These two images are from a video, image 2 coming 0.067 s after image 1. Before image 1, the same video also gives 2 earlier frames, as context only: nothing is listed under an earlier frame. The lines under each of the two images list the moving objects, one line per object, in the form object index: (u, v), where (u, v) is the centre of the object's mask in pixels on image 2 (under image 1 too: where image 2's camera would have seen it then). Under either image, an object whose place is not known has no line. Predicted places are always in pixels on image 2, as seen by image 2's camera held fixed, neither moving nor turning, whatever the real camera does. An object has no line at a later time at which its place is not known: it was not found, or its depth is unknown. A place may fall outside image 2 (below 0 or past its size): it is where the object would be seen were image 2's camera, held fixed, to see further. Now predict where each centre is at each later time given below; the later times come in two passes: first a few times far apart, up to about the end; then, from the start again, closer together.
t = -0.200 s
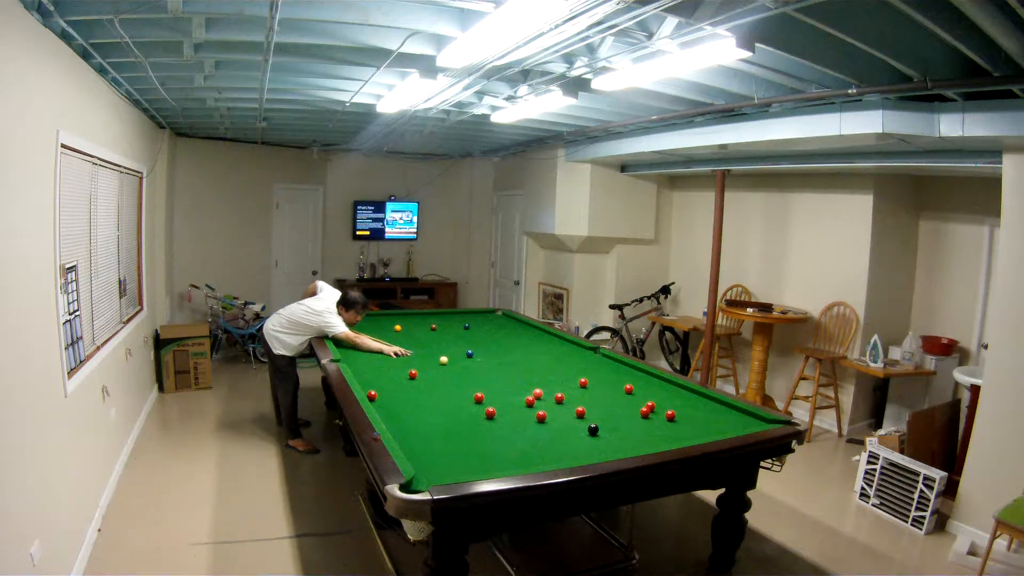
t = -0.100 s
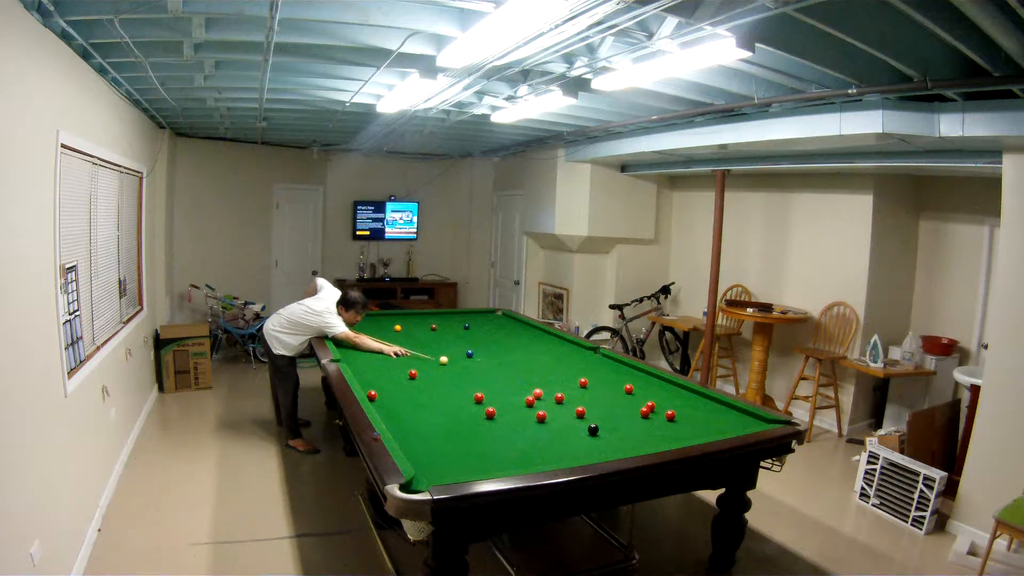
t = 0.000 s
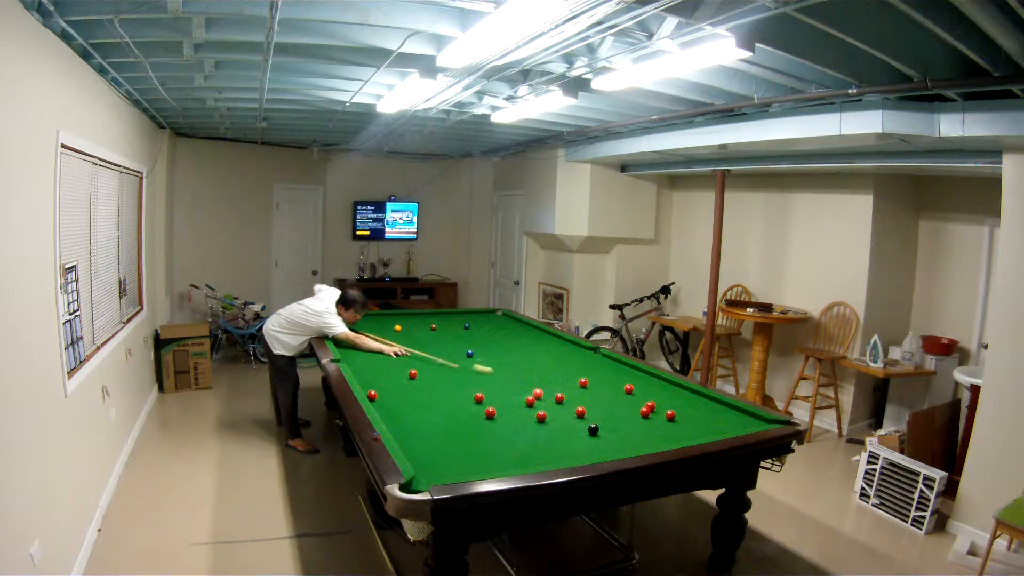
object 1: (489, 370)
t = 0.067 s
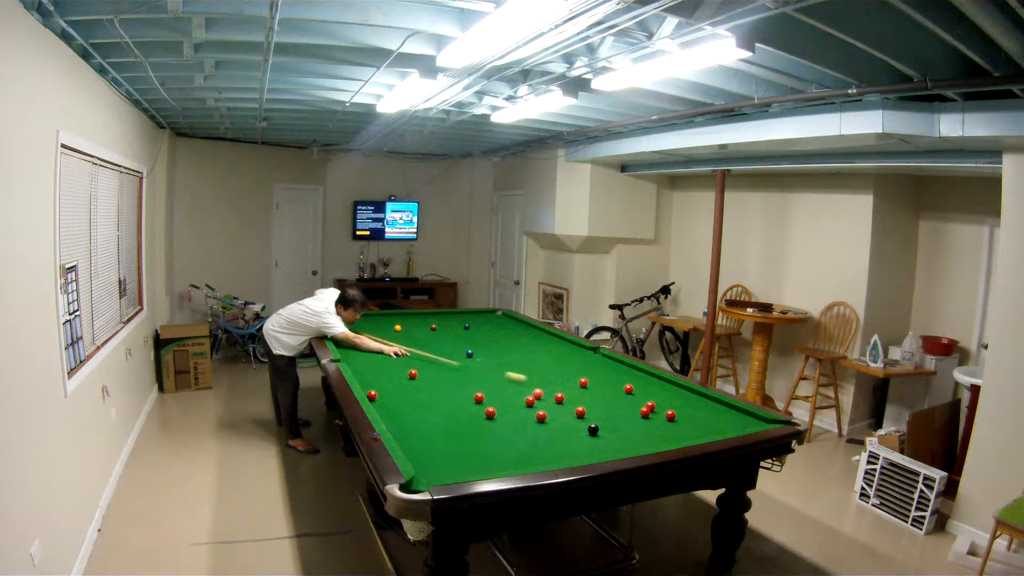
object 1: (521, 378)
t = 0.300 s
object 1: (635, 403)
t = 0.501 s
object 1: (635, 410)
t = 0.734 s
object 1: (621, 413)
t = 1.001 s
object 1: (606, 415)
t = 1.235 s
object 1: (593, 417)
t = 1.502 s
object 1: (579, 420)
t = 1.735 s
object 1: (568, 423)
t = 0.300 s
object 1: (635, 403)
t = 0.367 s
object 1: (639, 406)
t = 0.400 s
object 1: (638, 407)
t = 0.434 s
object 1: (638, 408)
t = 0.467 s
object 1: (636, 410)
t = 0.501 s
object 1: (635, 410)
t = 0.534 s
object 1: (632, 411)
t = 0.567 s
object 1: (630, 411)
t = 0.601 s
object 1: (628, 411)
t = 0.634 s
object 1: (627, 412)
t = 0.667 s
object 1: (625, 412)
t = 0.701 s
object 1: (623, 412)
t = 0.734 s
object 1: (621, 413)
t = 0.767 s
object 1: (619, 413)
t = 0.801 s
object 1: (617, 413)
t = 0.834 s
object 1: (615, 414)
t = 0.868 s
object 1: (613, 414)
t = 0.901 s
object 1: (611, 414)
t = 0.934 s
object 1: (610, 415)
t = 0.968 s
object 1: (608, 415)
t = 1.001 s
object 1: (606, 415)
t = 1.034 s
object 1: (604, 416)
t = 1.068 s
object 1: (602, 416)
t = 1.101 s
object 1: (600, 417)
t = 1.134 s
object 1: (599, 417)
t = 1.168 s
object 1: (597, 417)
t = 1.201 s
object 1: (595, 417)
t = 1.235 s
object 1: (593, 417)
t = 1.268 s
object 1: (591, 418)
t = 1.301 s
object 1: (589, 418)
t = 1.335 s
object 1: (588, 419)
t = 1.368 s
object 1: (586, 419)
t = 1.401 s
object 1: (584, 419)
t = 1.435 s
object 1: (583, 420)
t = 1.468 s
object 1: (581, 420)
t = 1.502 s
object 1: (579, 420)
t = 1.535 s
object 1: (578, 421)
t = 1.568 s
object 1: (576, 421)
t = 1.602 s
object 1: (574, 422)
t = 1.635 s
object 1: (573, 422)
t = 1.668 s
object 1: (571, 422)
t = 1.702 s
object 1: (570, 423)
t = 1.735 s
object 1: (568, 423)
